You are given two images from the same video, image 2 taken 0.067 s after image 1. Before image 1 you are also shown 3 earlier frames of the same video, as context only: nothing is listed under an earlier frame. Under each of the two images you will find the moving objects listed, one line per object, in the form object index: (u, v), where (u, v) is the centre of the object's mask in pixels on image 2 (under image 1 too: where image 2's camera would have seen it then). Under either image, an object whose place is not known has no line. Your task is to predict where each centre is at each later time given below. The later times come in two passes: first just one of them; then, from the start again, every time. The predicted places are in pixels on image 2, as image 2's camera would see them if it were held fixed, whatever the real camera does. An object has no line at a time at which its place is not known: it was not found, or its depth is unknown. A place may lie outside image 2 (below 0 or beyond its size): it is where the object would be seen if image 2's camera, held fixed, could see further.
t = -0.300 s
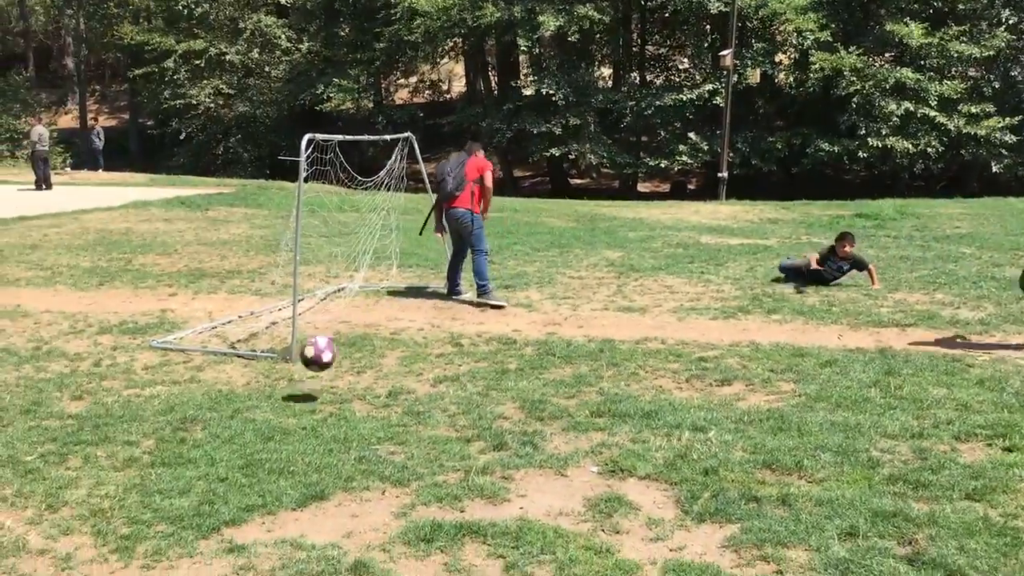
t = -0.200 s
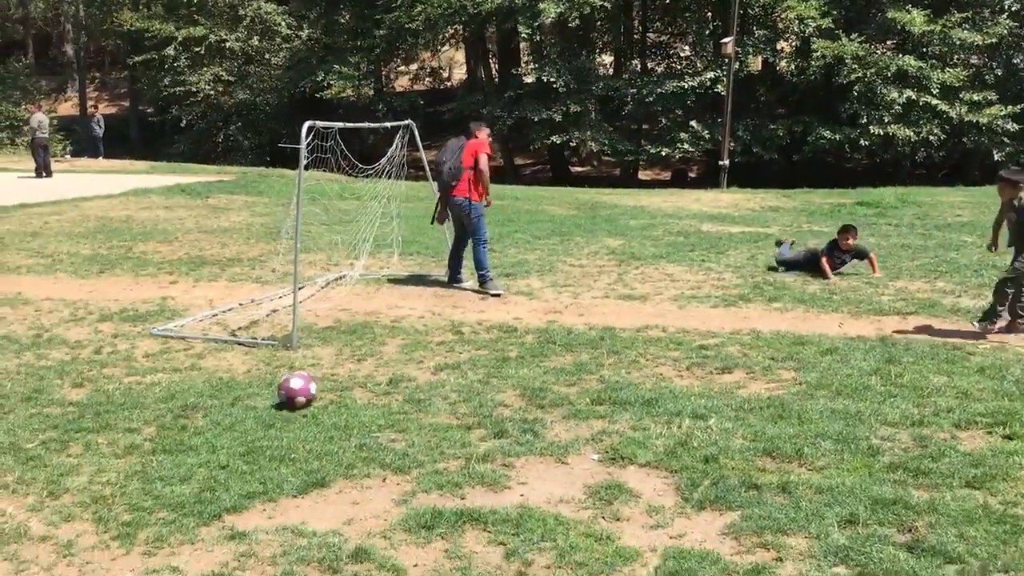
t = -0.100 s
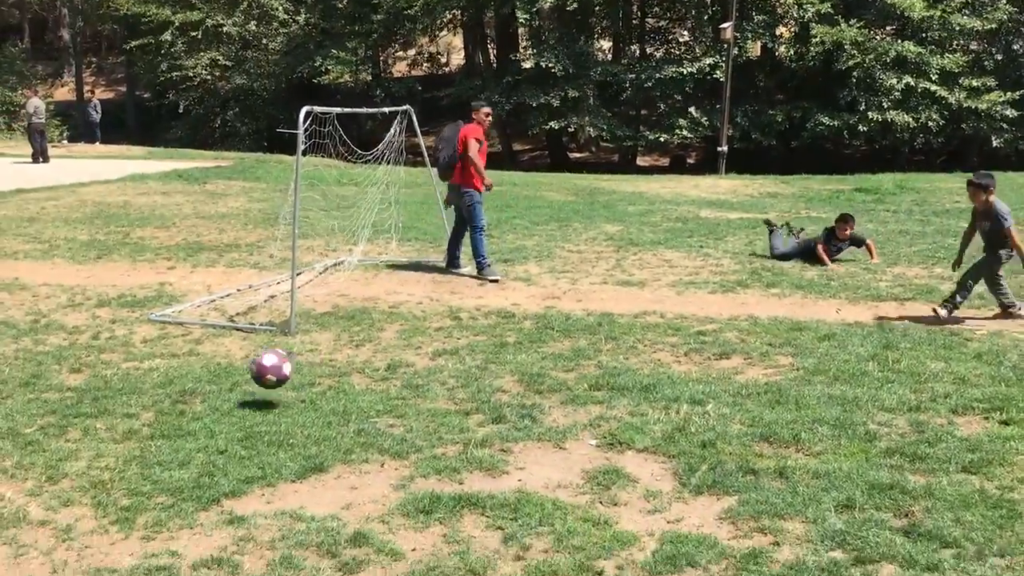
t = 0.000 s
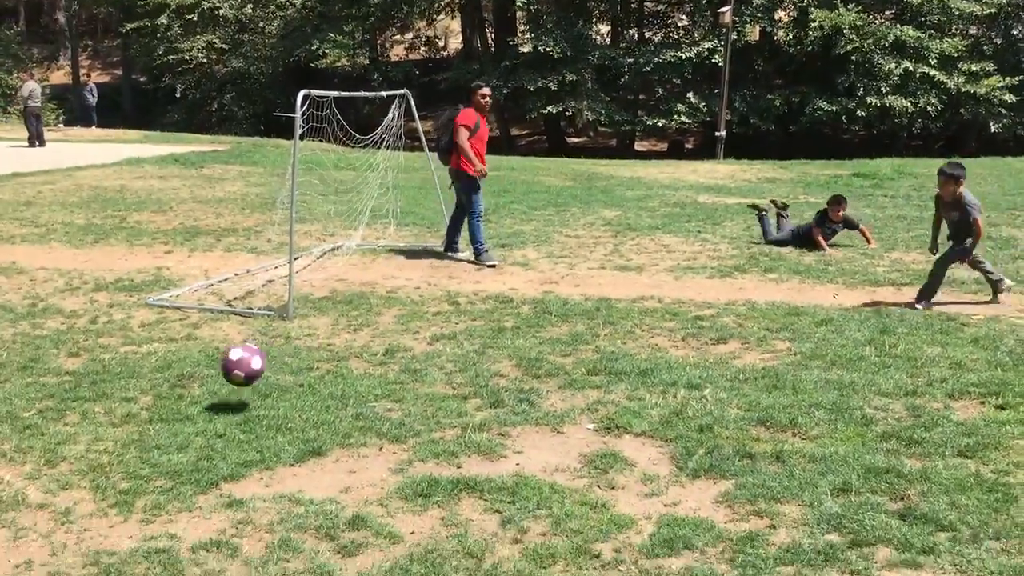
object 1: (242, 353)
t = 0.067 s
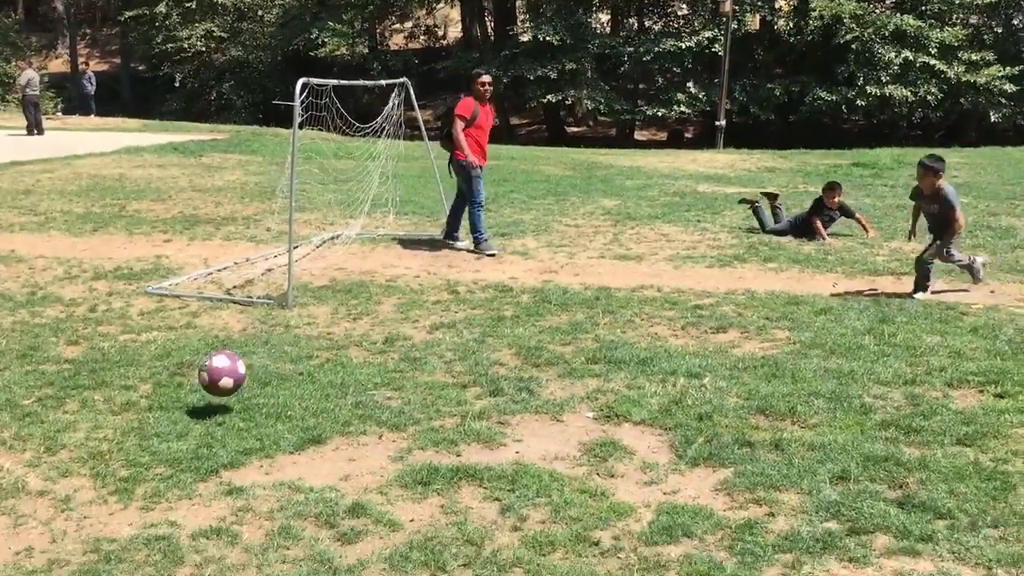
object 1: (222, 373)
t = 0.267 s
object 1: (153, 423)
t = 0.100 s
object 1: (212, 388)
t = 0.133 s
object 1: (202, 406)
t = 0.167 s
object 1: (190, 419)
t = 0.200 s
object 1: (178, 419)
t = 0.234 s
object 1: (167, 420)
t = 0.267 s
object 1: (153, 423)
